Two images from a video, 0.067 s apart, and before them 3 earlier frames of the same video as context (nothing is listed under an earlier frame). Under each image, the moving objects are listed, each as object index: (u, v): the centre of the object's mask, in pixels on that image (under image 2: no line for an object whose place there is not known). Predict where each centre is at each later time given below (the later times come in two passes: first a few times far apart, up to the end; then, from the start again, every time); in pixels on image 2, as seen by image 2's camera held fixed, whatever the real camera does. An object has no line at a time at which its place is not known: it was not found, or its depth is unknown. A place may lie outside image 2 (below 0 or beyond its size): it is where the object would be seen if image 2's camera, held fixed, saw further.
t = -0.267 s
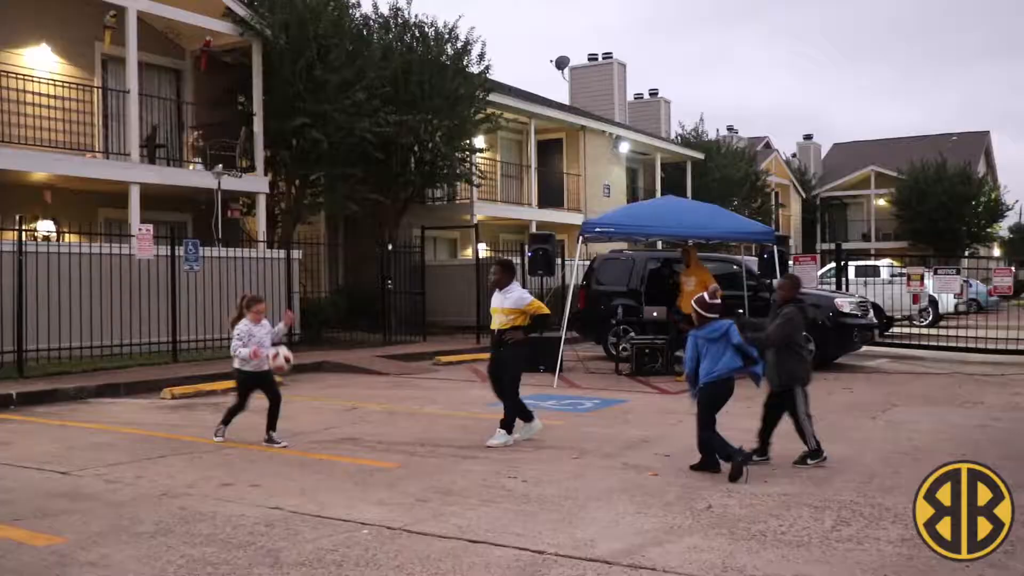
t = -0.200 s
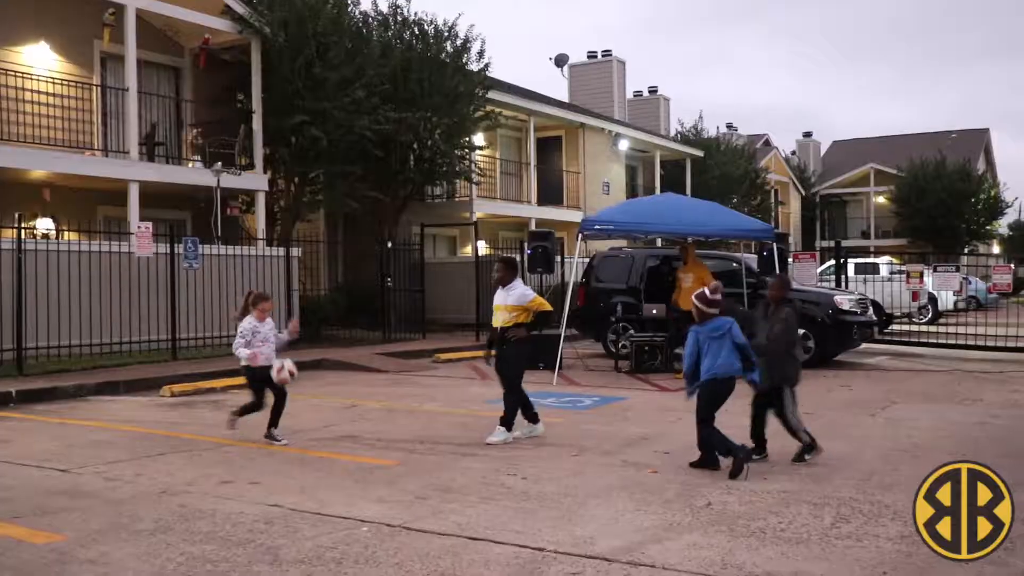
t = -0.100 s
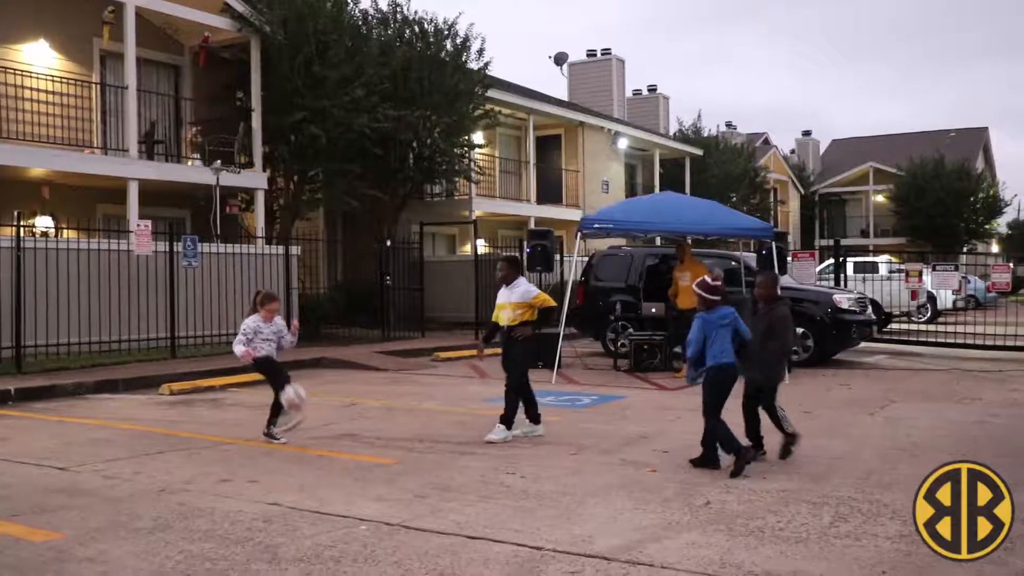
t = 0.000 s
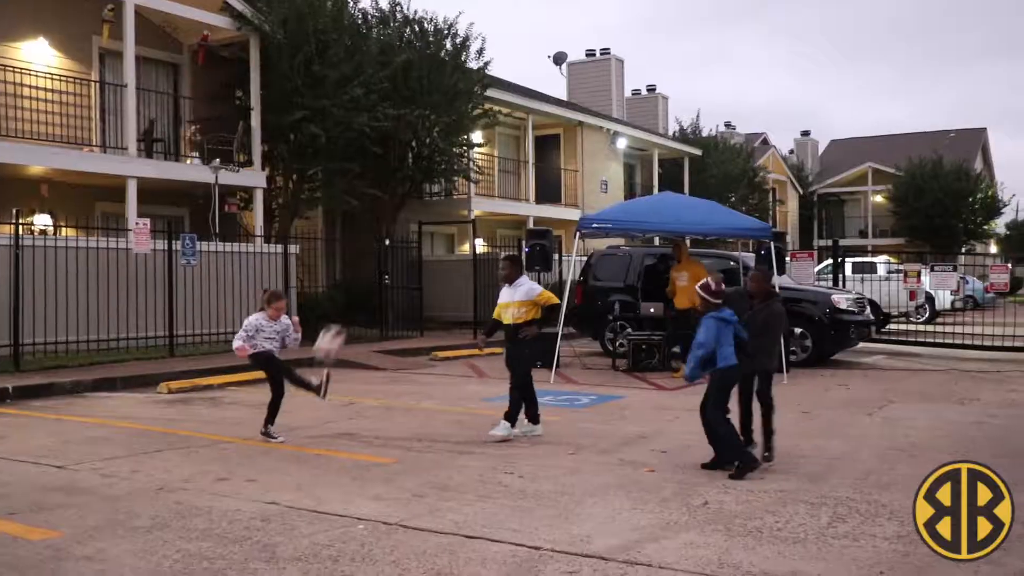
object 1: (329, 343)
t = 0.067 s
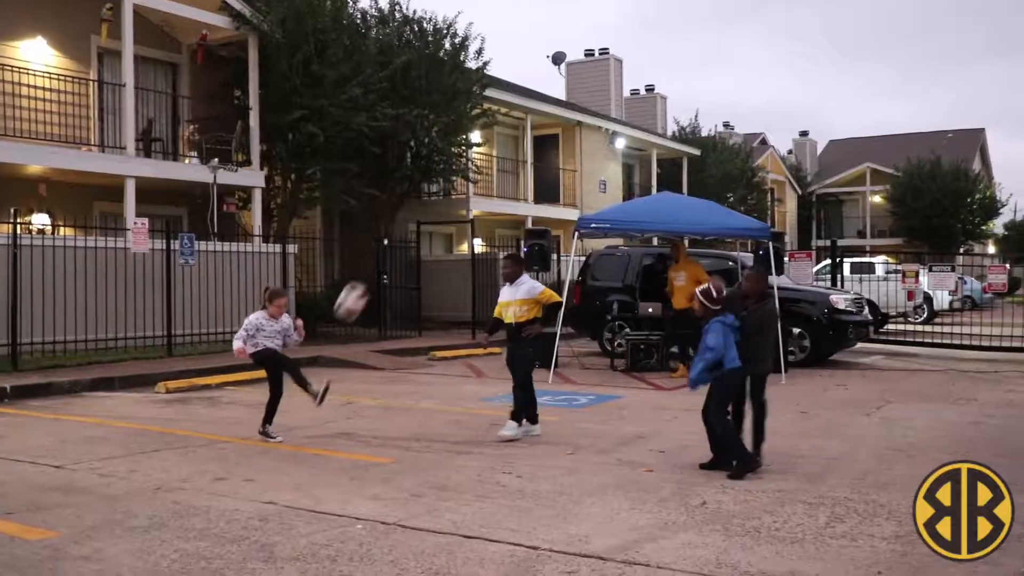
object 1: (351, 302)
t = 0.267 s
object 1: (429, 199)
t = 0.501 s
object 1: (535, 137)
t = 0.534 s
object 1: (551, 134)
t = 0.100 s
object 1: (364, 282)
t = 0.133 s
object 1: (376, 262)
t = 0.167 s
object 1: (388, 246)
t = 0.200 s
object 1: (402, 228)
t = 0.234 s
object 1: (415, 213)
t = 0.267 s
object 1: (429, 199)
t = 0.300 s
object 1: (444, 186)
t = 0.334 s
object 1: (456, 176)
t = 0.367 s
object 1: (472, 166)
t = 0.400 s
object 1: (488, 154)
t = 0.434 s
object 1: (503, 146)
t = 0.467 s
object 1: (516, 142)
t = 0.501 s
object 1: (535, 137)
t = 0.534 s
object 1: (551, 134)
